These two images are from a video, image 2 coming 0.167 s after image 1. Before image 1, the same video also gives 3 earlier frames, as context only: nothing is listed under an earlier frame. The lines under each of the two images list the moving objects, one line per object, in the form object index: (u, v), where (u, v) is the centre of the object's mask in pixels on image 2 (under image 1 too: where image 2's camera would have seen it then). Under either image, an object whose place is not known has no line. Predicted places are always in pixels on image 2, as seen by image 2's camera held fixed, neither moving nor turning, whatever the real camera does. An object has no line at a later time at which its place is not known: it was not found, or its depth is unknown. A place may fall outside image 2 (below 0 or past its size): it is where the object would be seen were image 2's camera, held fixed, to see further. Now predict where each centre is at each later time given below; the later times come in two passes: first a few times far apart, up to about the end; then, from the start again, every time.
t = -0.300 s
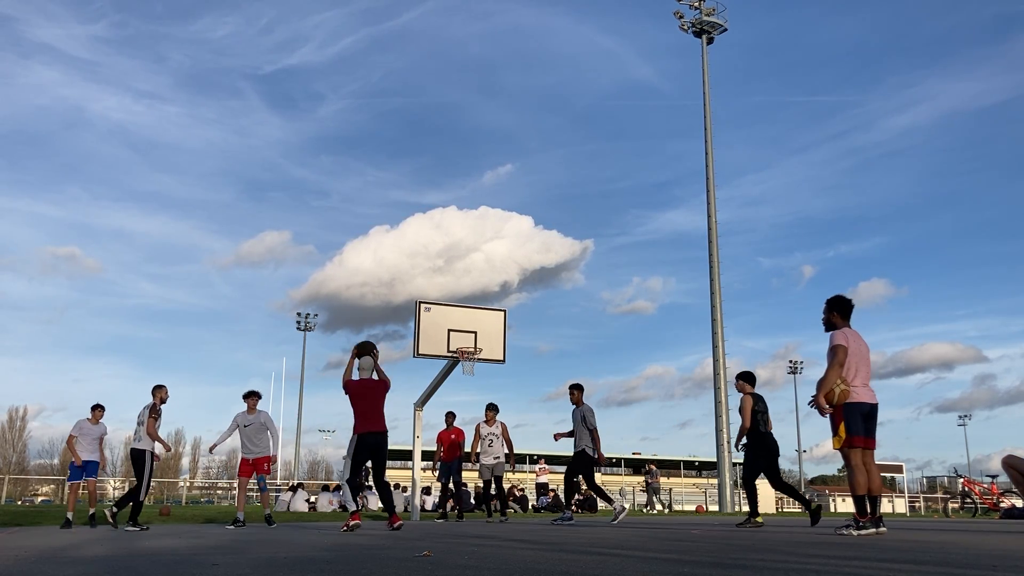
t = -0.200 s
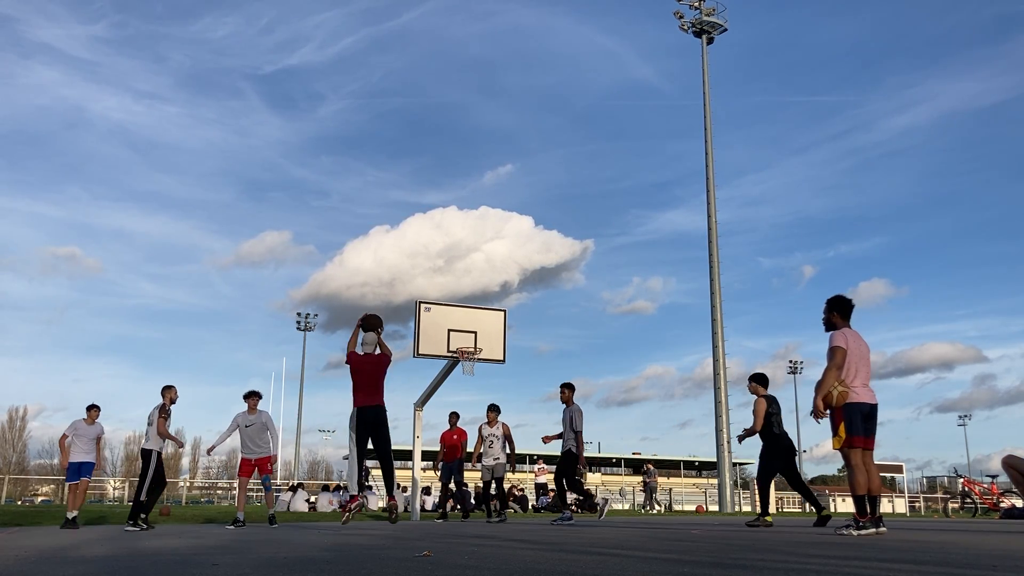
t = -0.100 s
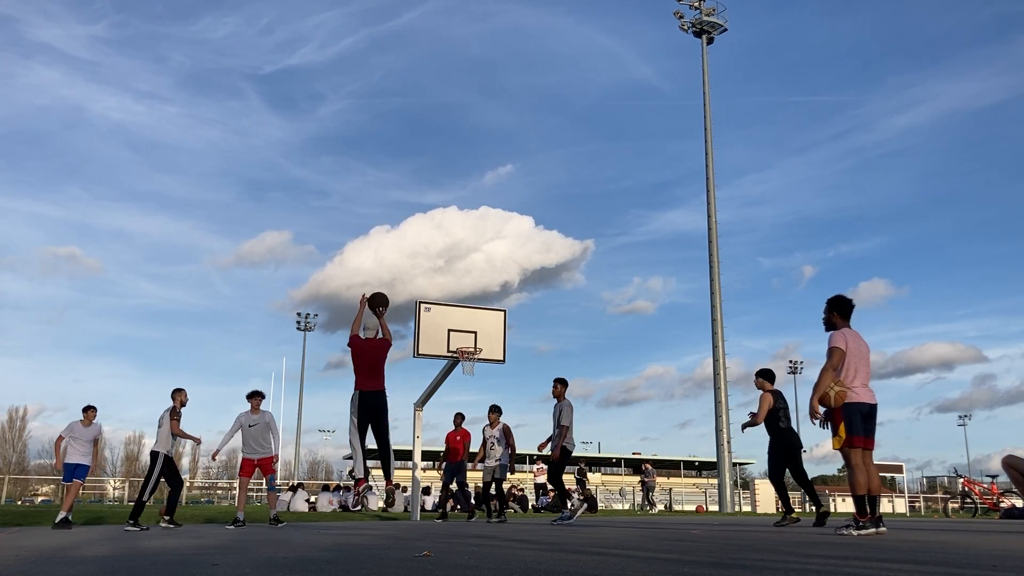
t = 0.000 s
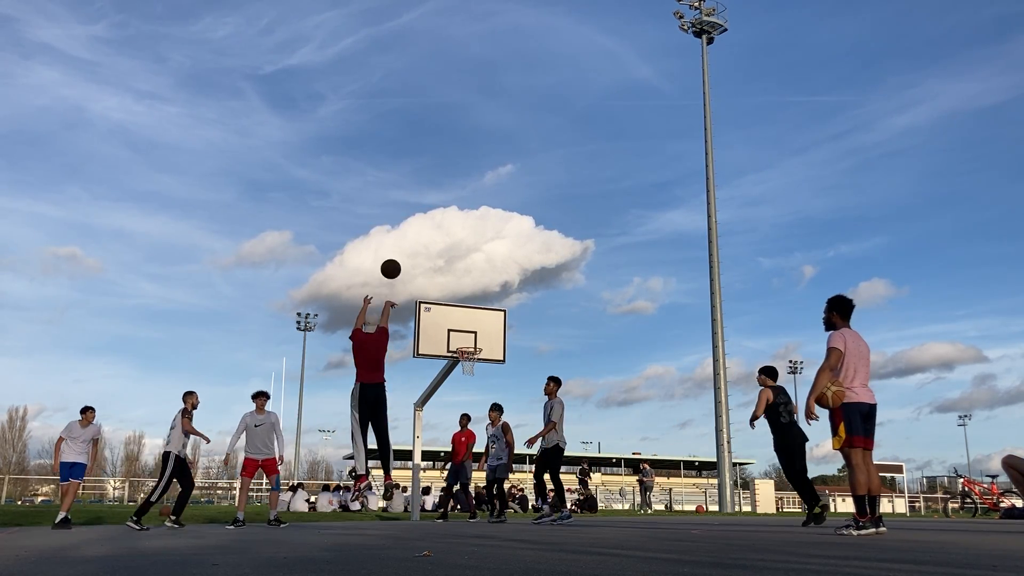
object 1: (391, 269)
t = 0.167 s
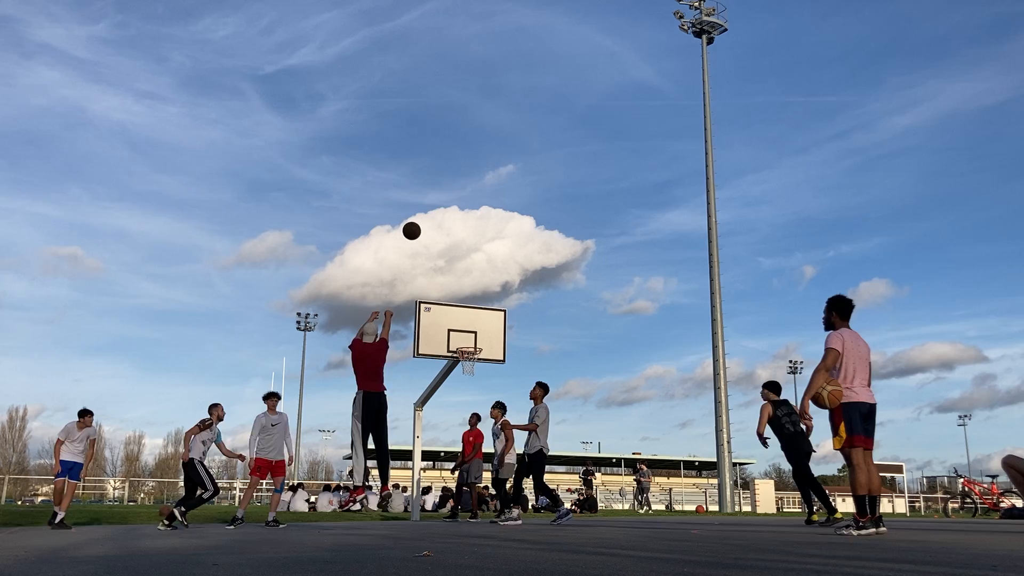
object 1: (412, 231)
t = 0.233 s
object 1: (419, 223)
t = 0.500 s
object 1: (443, 222)
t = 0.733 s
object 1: (459, 254)
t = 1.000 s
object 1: (474, 320)
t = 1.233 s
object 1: (457, 334)
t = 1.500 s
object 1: (434, 316)
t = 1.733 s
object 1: (412, 330)
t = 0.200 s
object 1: (415, 226)
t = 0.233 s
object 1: (419, 223)
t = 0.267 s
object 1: (422, 220)
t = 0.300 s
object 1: (426, 218)
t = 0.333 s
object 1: (429, 217)
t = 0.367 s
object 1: (432, 217)
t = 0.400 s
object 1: (435, 217)
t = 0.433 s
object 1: (438, 219)
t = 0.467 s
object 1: (440, 220)
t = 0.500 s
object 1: (443, 222)
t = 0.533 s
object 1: (446, 225)
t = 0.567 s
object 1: (448, 229)
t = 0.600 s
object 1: (450, 233)
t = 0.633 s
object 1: (453, 238)
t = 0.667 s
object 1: (455, 243)
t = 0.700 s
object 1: (457, 248)
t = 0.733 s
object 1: (459, 254)
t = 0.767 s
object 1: (461, 261)
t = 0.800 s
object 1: (463, 268)
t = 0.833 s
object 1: (465, 276)
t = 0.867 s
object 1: (467, 284)
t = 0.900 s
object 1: (469, 292)
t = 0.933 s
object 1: (471, 301)
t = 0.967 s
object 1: (473, 310)
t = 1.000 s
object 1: (474, 320)
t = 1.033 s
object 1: (476, 330)
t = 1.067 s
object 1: (477, 340)
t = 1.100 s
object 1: (476, 344)
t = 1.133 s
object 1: (470, 344)
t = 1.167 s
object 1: (466, 342)
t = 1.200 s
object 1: (461, 339)
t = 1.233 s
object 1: (457, 334)
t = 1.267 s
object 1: (453, 330)
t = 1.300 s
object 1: (451, 326)
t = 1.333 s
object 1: (448, 323)
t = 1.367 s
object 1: (446, 321)
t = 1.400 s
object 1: (443, 319)
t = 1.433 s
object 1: (440, 317)
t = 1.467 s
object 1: (437, 316)
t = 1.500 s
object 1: (434, 316)
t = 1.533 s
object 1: (431, 316)
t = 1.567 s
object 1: (428, 317)
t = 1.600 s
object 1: (425, 318)
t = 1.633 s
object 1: (422, 321)
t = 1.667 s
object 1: (419, 323)
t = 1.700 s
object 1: (416, 326)
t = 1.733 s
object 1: (412, 330)
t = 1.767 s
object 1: (409, 335)
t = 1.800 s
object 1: (406, 340)
